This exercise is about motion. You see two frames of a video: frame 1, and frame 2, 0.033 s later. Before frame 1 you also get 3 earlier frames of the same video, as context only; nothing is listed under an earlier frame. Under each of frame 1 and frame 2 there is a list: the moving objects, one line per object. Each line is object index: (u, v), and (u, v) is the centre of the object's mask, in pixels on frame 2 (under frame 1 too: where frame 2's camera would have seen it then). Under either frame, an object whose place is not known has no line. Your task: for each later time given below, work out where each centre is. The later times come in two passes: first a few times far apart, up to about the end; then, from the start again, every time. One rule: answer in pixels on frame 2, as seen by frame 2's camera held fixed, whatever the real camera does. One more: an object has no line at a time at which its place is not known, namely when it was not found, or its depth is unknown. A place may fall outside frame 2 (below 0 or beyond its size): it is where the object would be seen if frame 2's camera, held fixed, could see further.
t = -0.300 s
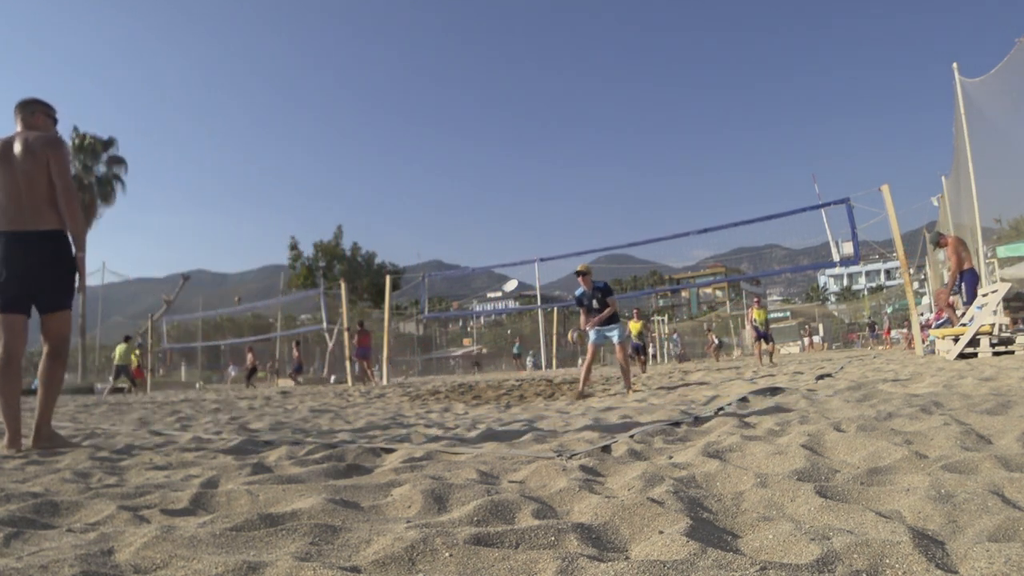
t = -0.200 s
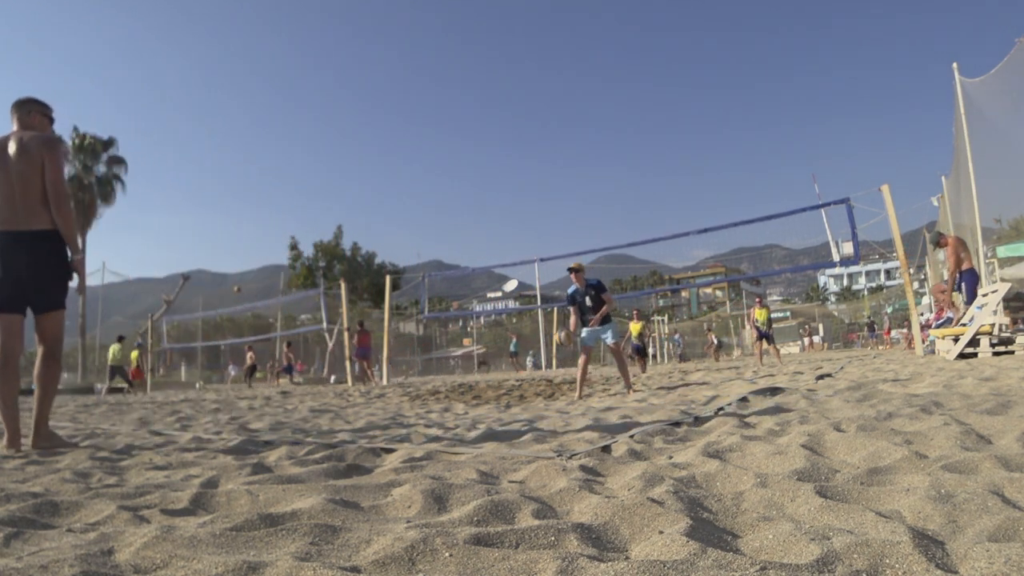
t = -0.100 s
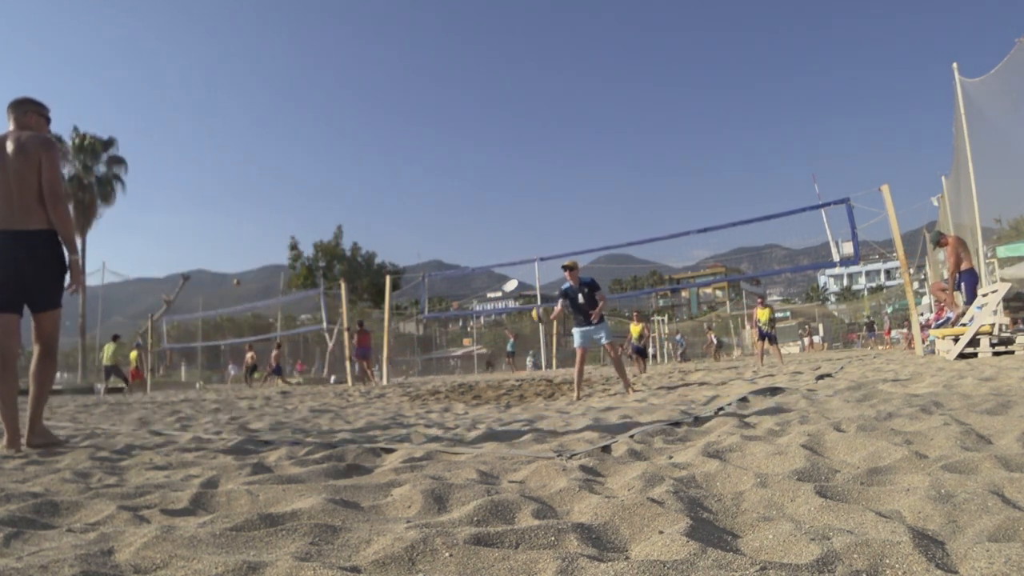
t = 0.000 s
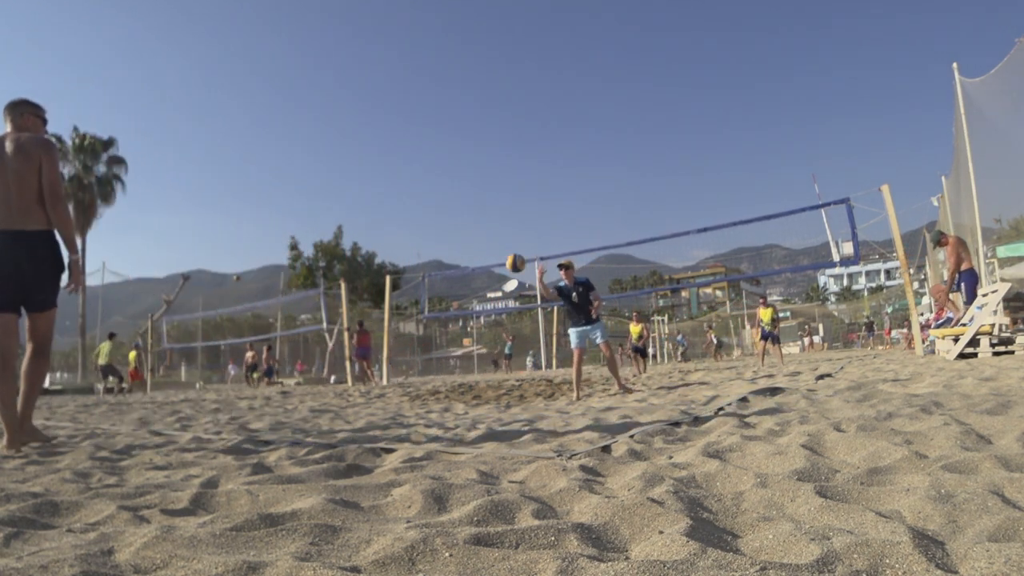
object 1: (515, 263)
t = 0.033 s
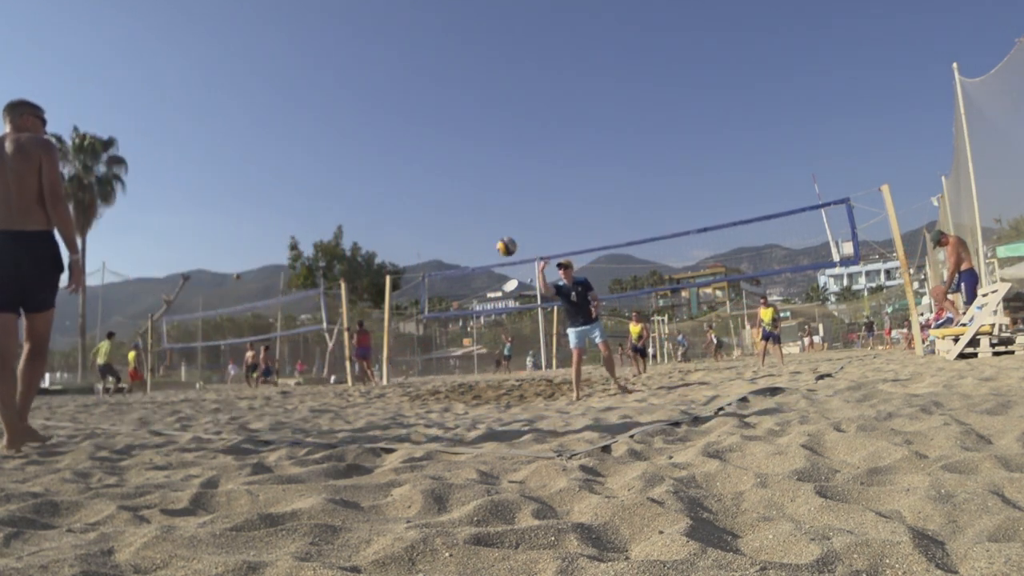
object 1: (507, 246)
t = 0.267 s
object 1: (441, 149)
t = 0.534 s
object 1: (354, 86)
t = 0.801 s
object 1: (244, 94)
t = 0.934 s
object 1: (174, 137)
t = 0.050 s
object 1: (502, 239)
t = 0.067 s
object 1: (498, 231)
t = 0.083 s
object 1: (494, 223)
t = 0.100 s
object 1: (489, 215)
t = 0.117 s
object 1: (484, 208)
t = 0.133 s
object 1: (479, 201)
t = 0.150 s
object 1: (474, 194)
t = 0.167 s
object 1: (470, 187)
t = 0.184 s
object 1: (465, 180)
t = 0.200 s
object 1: (460, 174)
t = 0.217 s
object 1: (455, 168)
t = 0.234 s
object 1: (451, 161)
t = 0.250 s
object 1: (446, 155)
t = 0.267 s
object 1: (441, 149)
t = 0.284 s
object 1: (436, 144)
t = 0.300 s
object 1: (431, 138)
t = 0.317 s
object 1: (426, 133)
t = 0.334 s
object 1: (420, 128)
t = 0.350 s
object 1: (415, 124)
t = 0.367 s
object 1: (410, 119)
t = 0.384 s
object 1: (405, 114)
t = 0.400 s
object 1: (399, 110)
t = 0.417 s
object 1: (394, 107)
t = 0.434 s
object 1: (388, 103)
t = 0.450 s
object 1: (383, 100)
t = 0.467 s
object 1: (377, 97)
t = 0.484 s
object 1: (371, 94)
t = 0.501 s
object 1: (365, 91)
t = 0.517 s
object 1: (359, 89)
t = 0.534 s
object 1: (354, 86)
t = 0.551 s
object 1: (347, 85)
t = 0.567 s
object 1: (342, 83)
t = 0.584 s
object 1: (335, 82)
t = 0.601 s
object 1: (329, 81)
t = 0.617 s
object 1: (322, 80)
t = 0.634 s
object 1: (316, 80)
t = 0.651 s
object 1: (309, 80)
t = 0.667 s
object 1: (303, 80)
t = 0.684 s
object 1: (296, 80)
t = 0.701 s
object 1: (288, 81)
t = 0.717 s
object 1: (281, 83)
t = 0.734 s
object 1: (274, 84)
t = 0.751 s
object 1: (267, 86)
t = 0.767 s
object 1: (259, 88)
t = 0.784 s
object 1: (252, 91)
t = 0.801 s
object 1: (244, 94)
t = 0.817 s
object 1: (236, 98)
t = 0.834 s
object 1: (227, 102)
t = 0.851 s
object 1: (219, 107)
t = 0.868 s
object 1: (210, 111)
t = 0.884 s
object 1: (202, 117)
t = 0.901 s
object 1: (193, 123)
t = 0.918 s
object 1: (184, 130)
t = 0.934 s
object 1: (174, 137)
